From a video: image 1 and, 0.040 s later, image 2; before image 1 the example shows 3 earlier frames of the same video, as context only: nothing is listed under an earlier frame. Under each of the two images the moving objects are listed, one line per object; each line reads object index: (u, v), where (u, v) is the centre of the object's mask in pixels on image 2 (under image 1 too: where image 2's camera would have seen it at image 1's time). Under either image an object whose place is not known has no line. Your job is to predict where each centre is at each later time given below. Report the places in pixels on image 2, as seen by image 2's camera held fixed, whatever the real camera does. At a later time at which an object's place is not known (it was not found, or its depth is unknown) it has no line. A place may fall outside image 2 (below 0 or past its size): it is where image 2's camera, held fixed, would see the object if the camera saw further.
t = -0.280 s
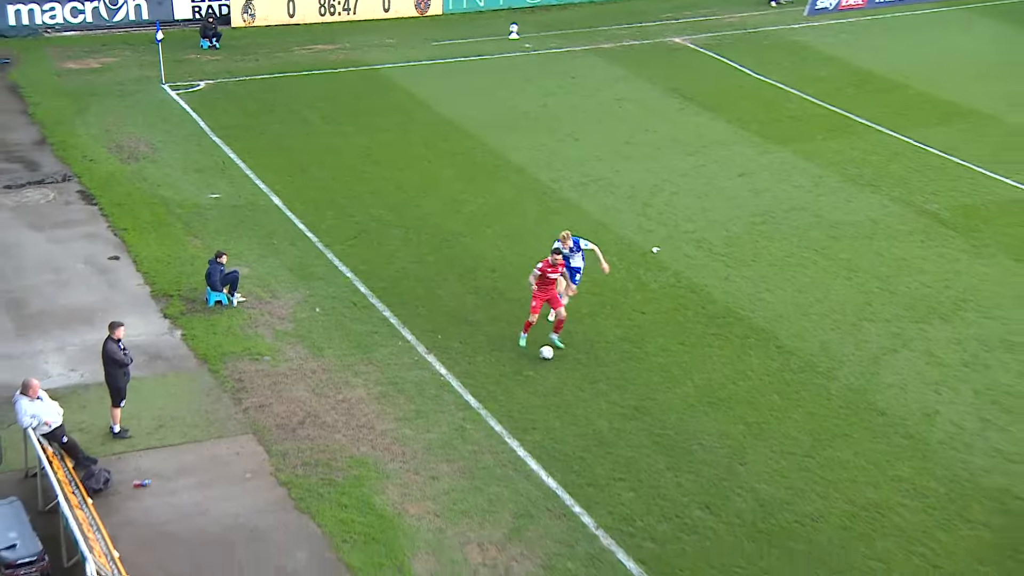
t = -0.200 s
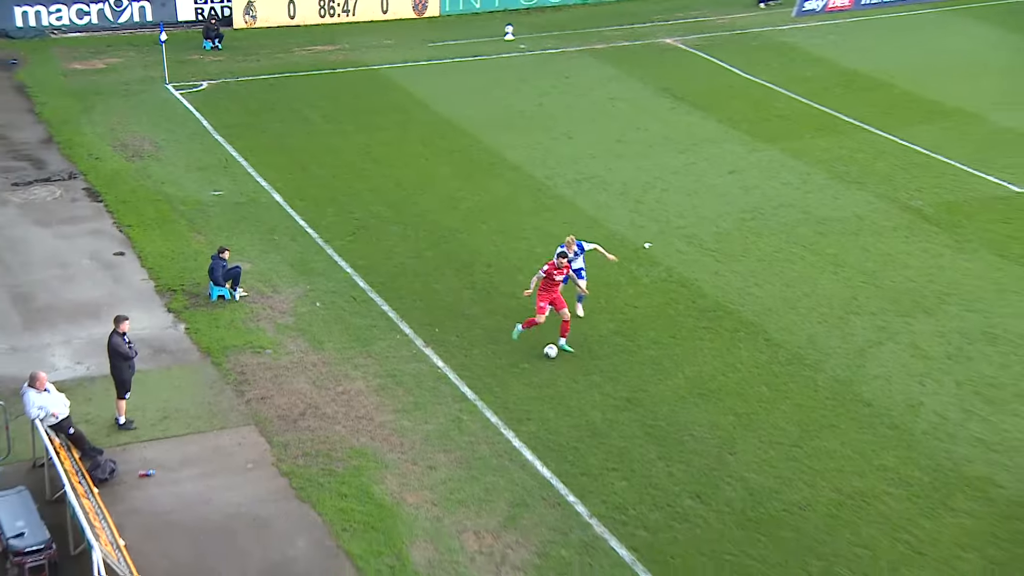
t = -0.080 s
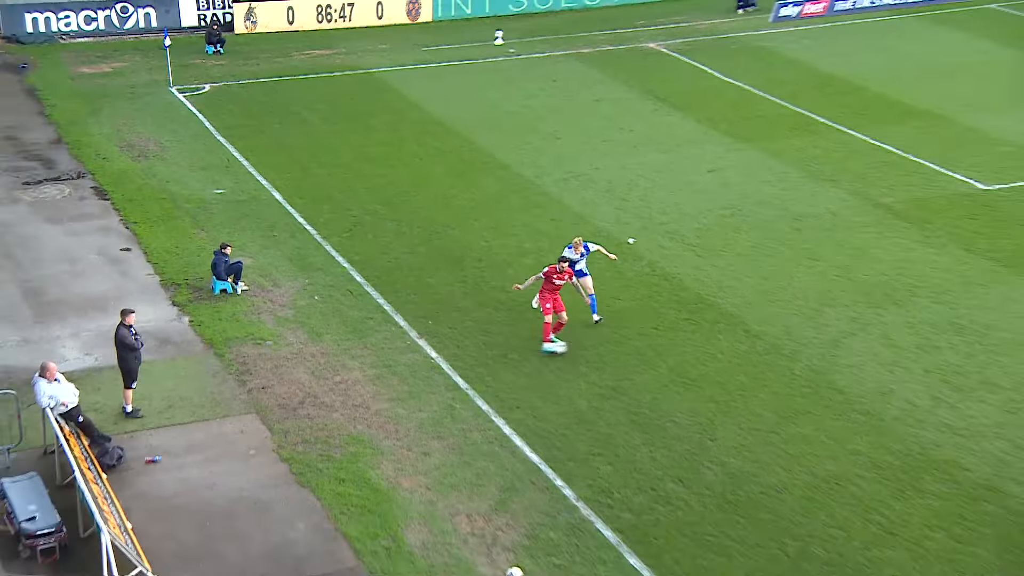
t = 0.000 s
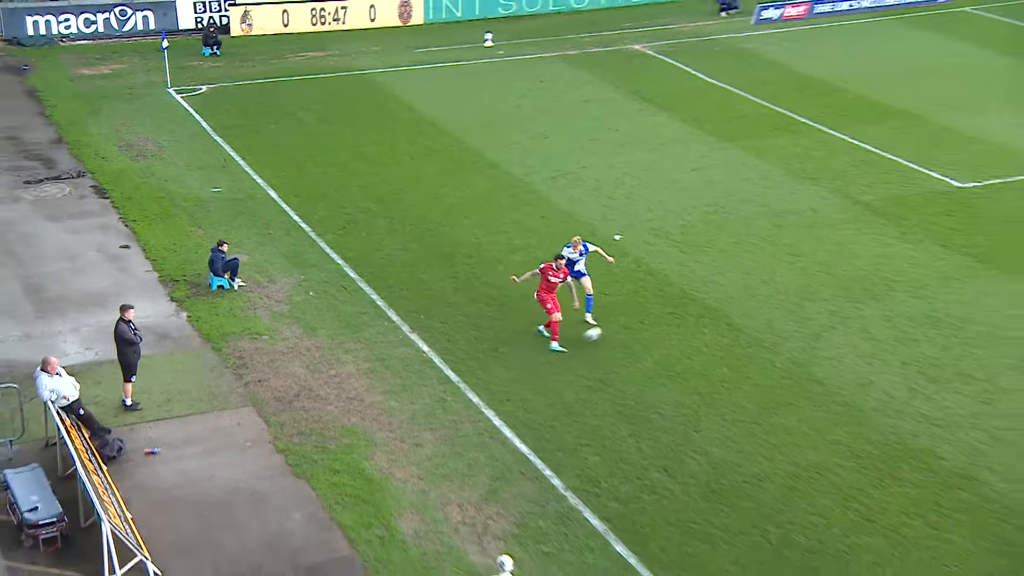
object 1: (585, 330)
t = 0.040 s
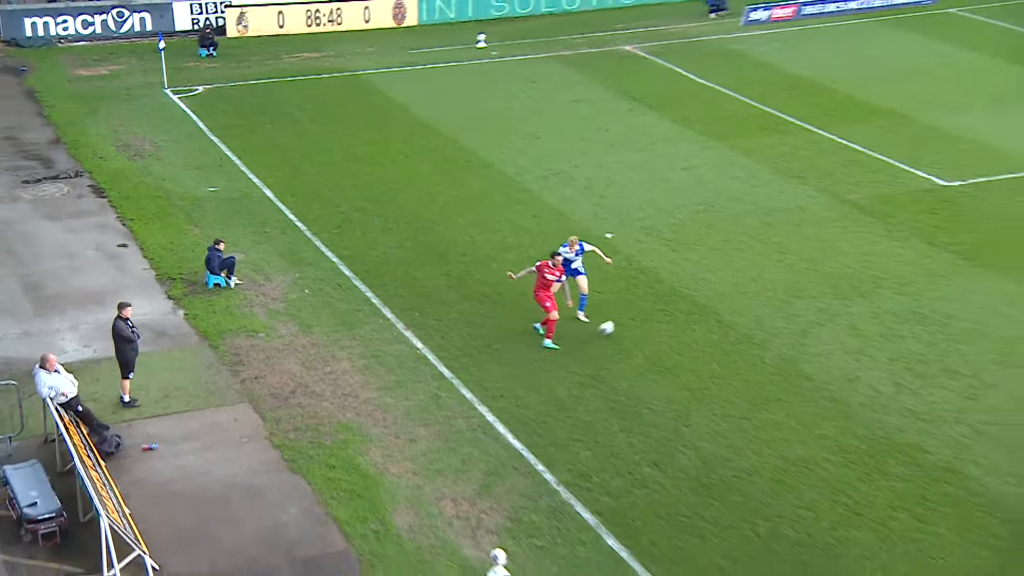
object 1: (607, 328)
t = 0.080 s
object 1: (629, 324)
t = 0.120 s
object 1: (650, 323)
